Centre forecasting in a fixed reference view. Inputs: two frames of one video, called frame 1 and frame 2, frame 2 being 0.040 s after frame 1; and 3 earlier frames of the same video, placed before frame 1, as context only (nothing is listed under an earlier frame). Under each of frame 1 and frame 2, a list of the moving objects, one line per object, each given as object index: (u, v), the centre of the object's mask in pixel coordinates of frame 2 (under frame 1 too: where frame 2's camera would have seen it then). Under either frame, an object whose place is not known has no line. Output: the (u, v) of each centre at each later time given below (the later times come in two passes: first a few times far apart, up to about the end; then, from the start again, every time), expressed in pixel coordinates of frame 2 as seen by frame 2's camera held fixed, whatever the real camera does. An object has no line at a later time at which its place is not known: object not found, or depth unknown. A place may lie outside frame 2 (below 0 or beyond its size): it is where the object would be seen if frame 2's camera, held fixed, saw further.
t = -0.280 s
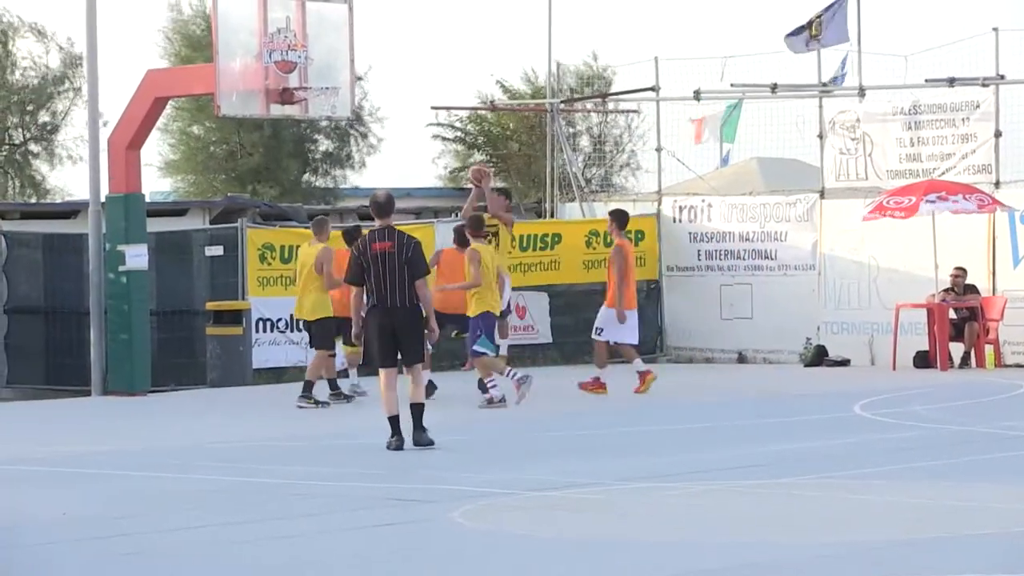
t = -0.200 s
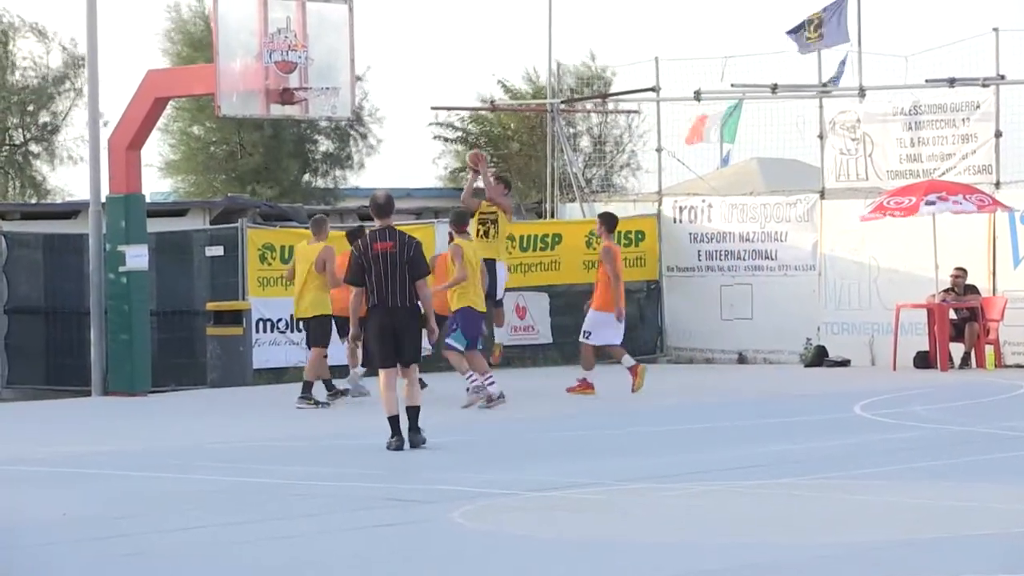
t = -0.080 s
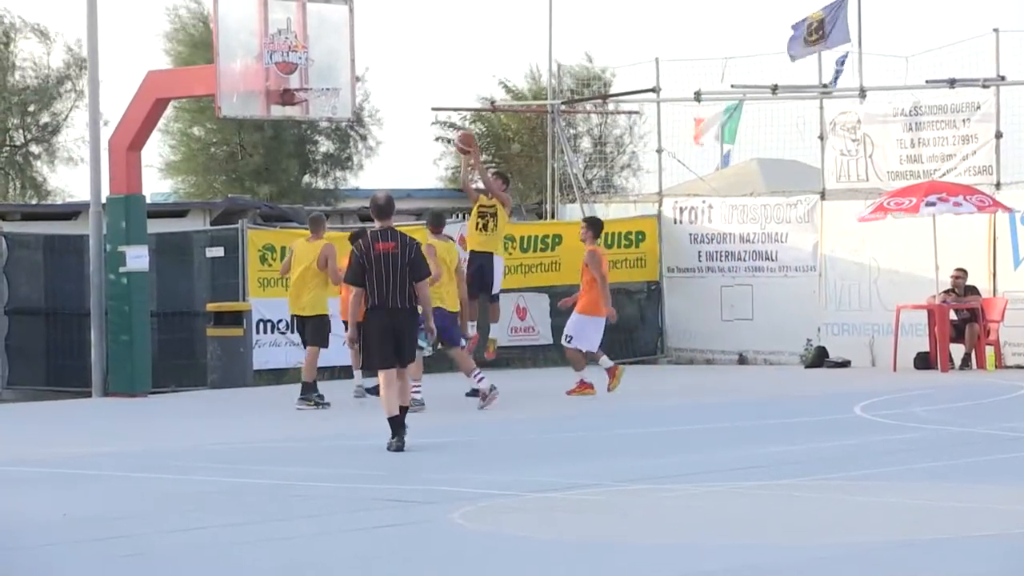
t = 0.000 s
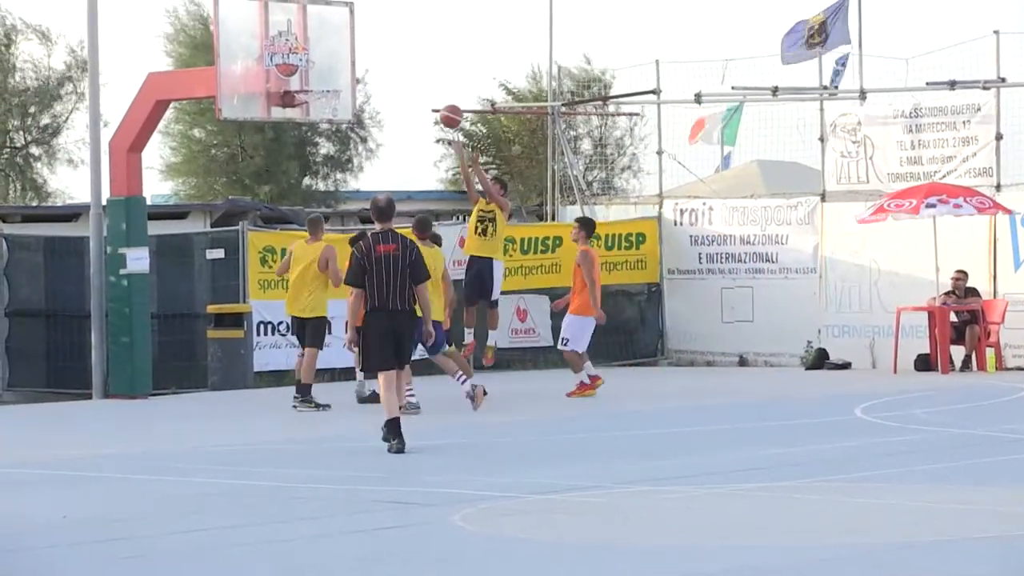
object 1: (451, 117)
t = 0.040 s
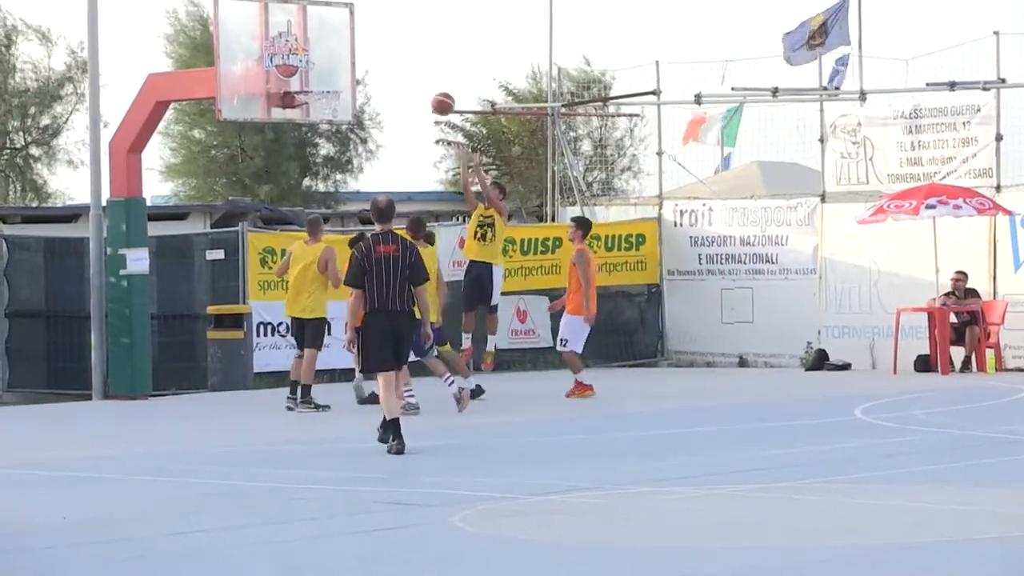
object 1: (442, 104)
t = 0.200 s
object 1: (410, 66)
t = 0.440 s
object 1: (360, 55)
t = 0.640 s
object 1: (320, 75)
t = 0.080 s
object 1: (434, 92)
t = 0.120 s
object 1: (427, 82)
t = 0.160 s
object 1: (418, 73)
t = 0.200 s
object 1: (410, 66)
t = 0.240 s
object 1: (402, 60)
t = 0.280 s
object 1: (394, 56)
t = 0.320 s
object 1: (385, 54)
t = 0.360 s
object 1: (377, 53)
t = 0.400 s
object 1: (369, 53)
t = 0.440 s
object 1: (360, 55)
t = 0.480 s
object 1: (352, 59)
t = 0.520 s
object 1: (343, 64)
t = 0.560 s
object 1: (335, 72)
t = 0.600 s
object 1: (327, 79)
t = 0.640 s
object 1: (320, 75)
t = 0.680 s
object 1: (315, 71)
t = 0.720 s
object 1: (309, 67)
